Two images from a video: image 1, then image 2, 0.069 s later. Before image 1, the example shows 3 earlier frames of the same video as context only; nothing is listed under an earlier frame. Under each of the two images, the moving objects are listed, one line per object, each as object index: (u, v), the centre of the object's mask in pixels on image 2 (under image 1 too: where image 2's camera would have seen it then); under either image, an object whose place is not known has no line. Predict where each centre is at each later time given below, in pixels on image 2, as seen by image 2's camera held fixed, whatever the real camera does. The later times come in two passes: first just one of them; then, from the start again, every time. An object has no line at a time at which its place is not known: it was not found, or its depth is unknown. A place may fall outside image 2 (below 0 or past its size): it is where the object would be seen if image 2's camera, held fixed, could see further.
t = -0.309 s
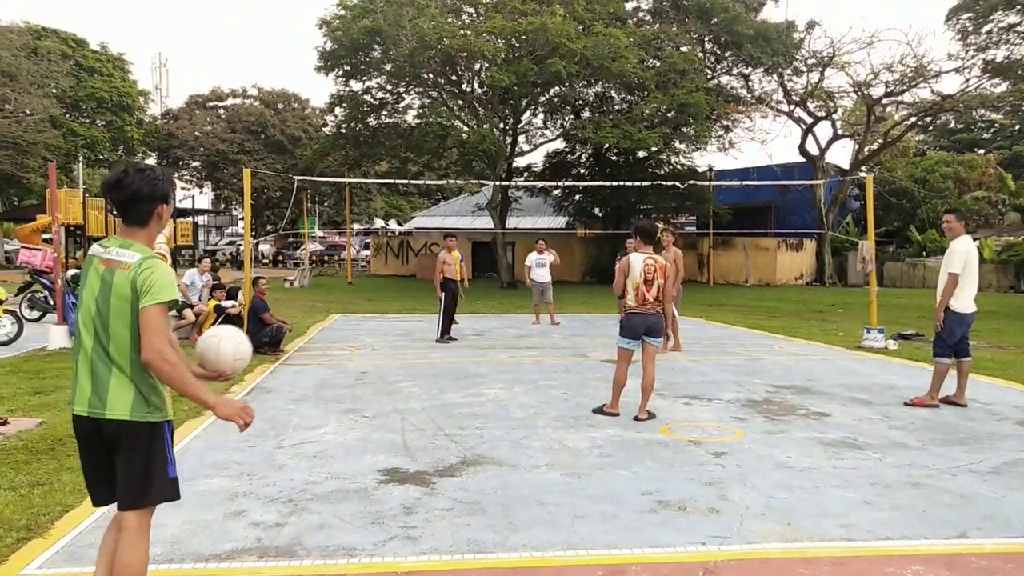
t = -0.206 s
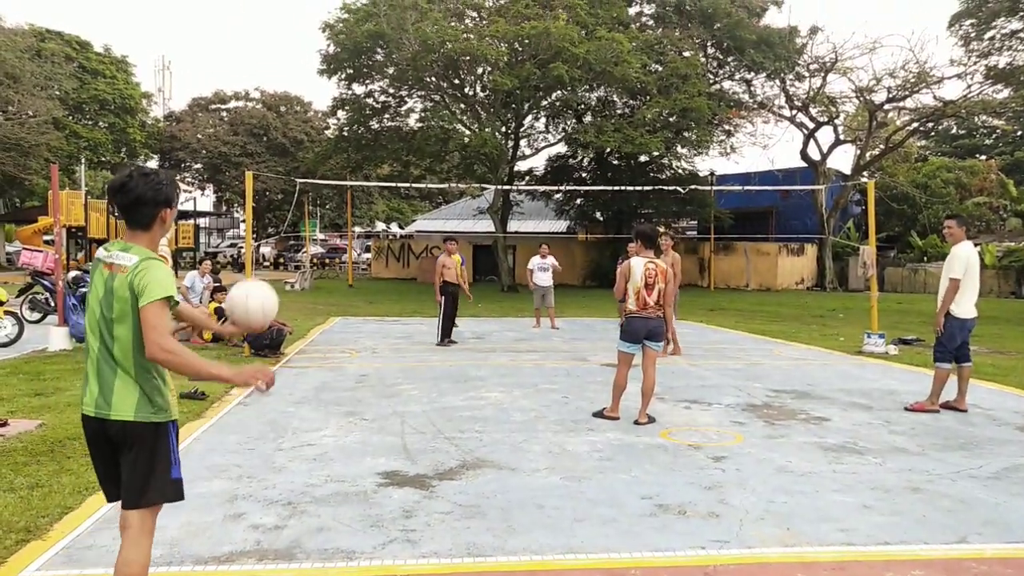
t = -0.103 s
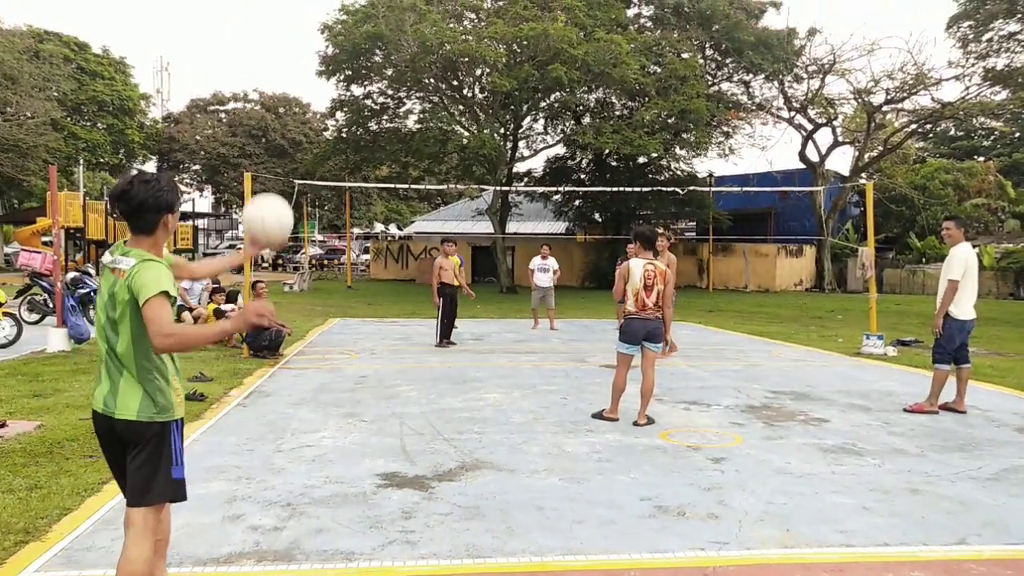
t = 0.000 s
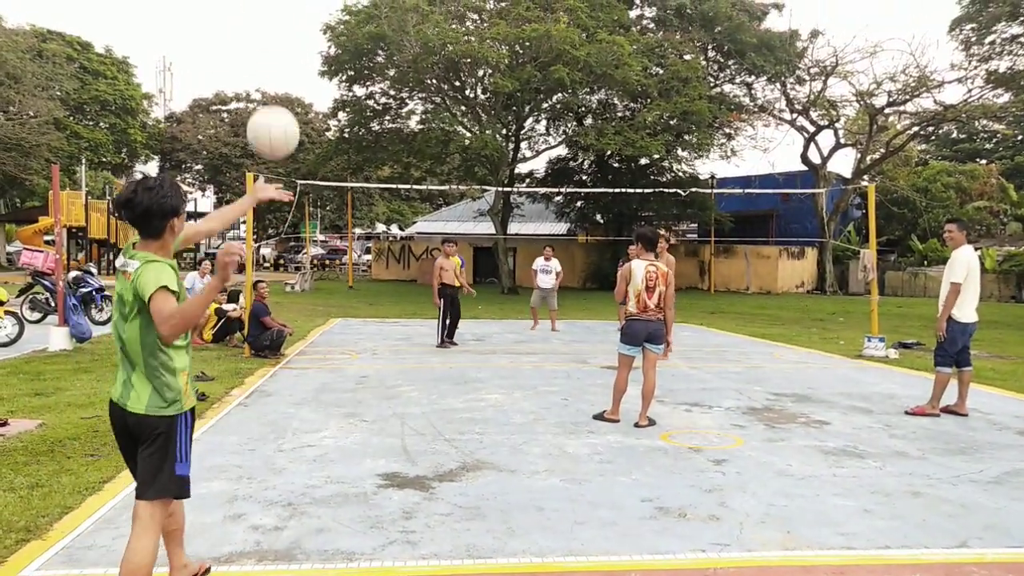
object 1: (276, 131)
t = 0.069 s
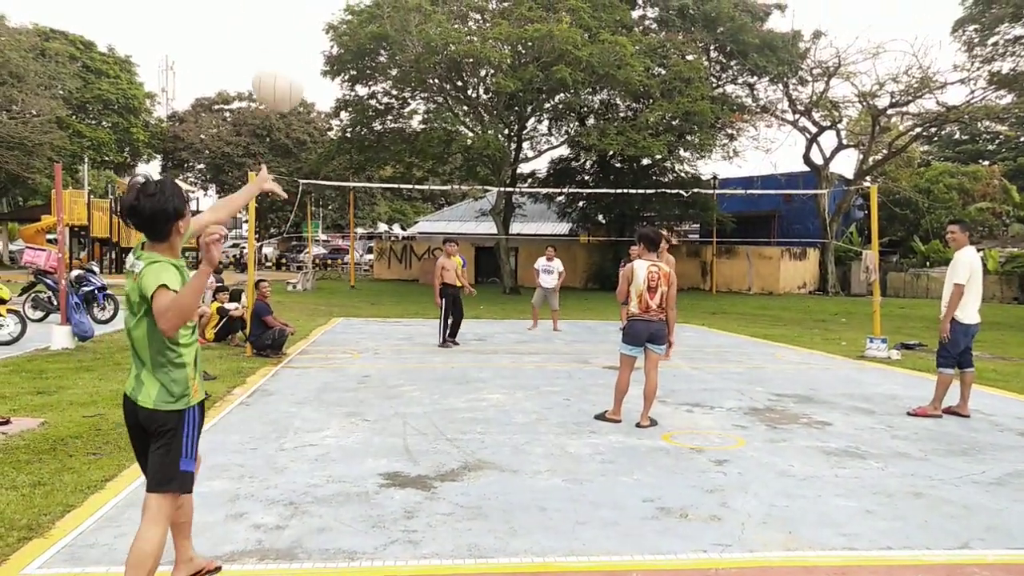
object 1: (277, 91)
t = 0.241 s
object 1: (283, 21)
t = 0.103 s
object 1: (277, 71)
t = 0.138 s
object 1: (279, 54)
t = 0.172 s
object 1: (279, 39)
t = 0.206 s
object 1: (280, 28)
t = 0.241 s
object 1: (283, 21)
